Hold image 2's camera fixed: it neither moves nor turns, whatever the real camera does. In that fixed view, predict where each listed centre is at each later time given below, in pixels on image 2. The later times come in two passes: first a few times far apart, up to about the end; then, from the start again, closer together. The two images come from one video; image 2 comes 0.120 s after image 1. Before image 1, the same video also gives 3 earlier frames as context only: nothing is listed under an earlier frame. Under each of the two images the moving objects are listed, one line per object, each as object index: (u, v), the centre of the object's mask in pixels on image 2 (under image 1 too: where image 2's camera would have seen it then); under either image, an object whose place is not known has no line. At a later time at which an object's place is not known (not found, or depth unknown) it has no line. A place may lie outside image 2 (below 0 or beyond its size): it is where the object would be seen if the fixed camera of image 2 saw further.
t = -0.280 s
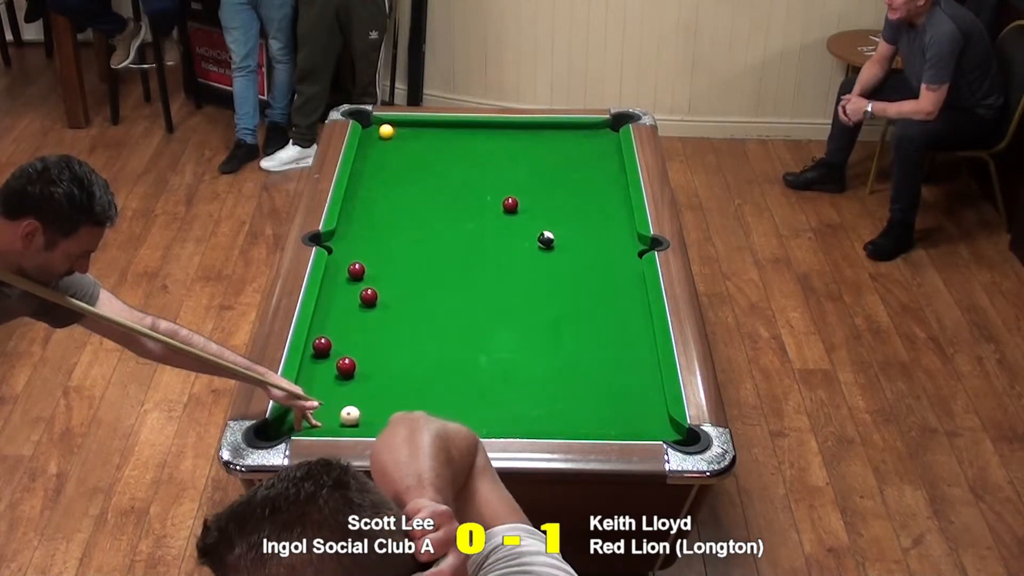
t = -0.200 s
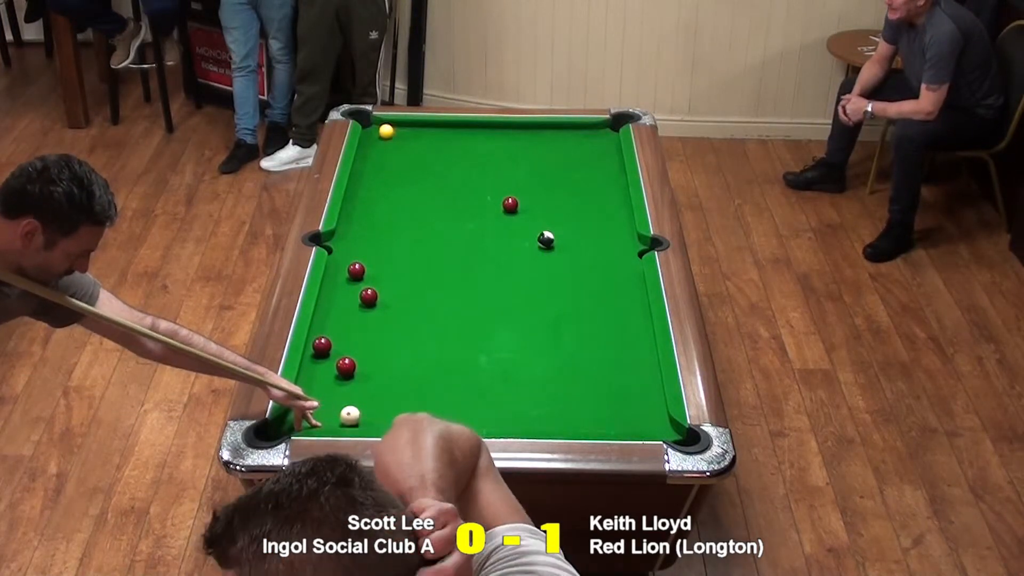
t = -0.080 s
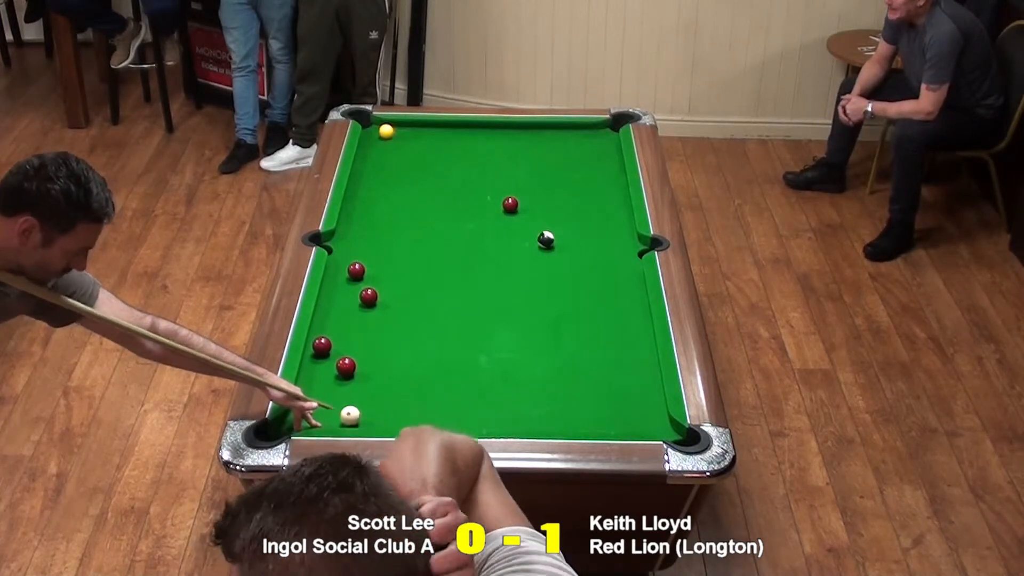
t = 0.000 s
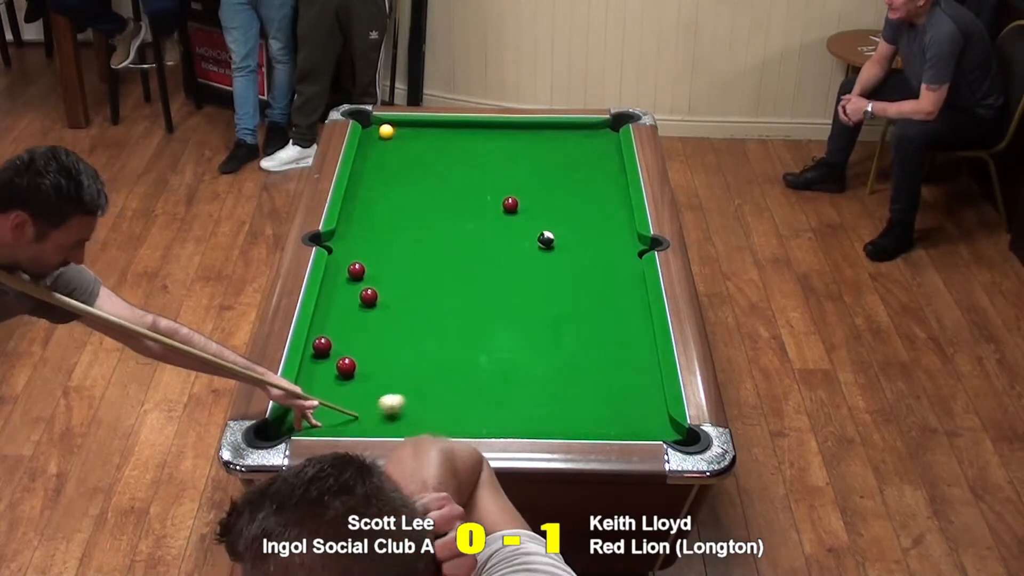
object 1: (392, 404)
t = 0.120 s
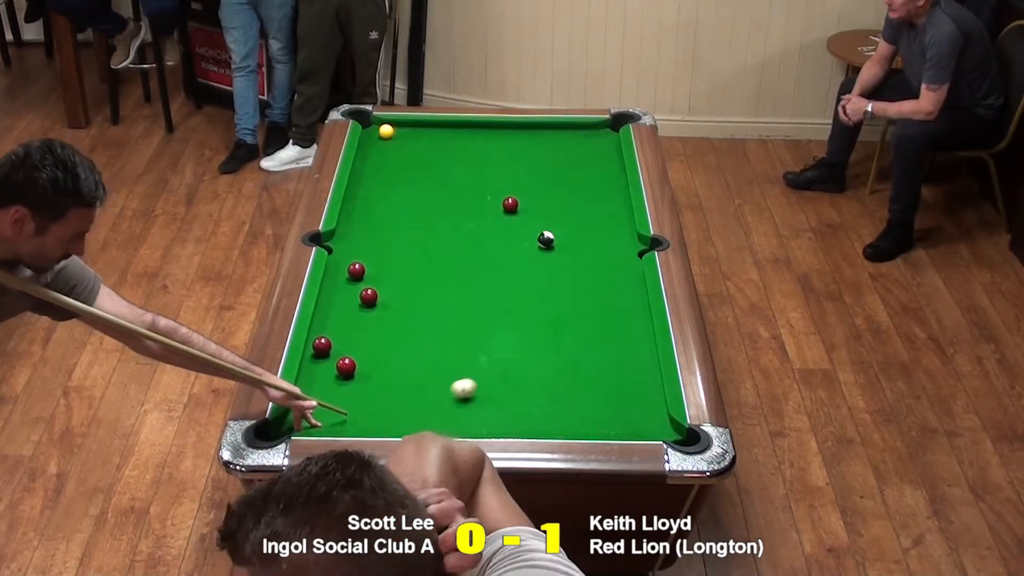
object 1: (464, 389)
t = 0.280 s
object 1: (535, 367)
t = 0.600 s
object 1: (633, 325)
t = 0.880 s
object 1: (590, 288)
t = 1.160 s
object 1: (537, 255)
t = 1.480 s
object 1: (485, 222)
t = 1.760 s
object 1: (443, 196)
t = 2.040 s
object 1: (406, 173)
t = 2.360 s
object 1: (368, 149)
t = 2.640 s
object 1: (383, 138)
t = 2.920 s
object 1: (396, 138)
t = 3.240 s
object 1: (407, 137)
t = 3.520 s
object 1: (415, 136)
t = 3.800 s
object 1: (422, 136)
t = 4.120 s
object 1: (426, 135)
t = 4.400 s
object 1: (428, 134)
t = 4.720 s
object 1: (428, 135)
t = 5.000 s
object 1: (428, 135)
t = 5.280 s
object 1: (428, 135)
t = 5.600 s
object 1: (428, 134)
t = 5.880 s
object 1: (428, 134)
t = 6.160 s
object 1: (428, 134)
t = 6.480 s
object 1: (428, 134)
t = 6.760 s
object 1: (428, 134)
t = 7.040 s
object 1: (428, 135)
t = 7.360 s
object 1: (428, 135)
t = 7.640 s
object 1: (428, 135)
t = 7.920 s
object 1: (428, 135)
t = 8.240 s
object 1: (428, 135)
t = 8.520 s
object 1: (428, 135)
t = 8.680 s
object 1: (428, 135)
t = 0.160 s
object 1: (484, 383)
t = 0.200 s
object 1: (503, 378)
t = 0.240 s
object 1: (520, 372)
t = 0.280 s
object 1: (535, 367)
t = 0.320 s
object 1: (549, 362)
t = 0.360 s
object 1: (561, 356)
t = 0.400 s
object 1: (574, 351)
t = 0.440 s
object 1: (586, 346)
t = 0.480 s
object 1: (598, 341)
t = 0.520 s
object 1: (610, 336)
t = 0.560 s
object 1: (622, 331)
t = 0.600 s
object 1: (633, 325)
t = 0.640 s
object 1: (643, 320)
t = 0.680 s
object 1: (633, 315)
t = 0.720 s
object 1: (624, 309)
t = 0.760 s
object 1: (615, 304)
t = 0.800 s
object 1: (607, 299)
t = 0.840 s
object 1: (598, 293)
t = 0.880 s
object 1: (590, 288)
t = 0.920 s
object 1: (582, 283)
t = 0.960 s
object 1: (575, 278)
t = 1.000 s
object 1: (567, 274)
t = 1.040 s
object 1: (559, 269)
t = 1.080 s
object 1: (552, 264)
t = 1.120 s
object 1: (545, 260)
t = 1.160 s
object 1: (537, 255)
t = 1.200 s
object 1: (531, 251)
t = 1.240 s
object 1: (523, 247)
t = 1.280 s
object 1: (517, 242)
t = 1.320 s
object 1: (510, 238)
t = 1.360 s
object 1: (504, 234)
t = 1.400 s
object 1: (497, 230)
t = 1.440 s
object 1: (491, 226)
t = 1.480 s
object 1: (485, 222)
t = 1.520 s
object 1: (478, 218)
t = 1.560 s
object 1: (472, 214)
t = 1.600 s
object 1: (466, 210)
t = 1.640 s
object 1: (460, 207)
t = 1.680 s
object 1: (455, 203)
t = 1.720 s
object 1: (449, 199)
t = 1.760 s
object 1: (443, 196)
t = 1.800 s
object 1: (438, 192)
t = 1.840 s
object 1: (432, 189)
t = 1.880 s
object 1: (427, 186)
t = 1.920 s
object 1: (421, 182)
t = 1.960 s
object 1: (416, 179)
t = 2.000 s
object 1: (411, 176)
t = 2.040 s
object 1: (406, 173)
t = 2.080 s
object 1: (401, 170)
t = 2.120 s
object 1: (396, 167)
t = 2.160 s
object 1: (391, 164)
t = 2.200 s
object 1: (386, 161)
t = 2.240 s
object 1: (382, 157)
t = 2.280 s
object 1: (377, 155)
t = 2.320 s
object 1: (372, 152)
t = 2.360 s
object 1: (368, 149)
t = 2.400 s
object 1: (365, 146)
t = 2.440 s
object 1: (368, 145)
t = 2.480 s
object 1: (371, 143)
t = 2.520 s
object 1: (375, 141)
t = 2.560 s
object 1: (378, 139)
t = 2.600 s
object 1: (381, 138)
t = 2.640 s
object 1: (383, 138)
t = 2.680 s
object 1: (385, 138)
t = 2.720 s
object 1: (387, 138)
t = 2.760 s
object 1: (389, 138)
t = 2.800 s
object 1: (390, 138)
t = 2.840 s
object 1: (392, 138)
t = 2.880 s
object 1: (394, 138)
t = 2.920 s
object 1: (396, 138)
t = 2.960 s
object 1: (397, 137)
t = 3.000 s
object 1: (399, 137)
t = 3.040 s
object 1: (400, 137)
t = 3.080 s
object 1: (402, 137)
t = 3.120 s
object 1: (403, 137)
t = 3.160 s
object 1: (405, 137)
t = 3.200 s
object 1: (406, 137)
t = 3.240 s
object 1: (407, 137)
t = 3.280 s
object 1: (409, 137)
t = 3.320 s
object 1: (410, 137)
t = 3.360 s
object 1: (411, 137)
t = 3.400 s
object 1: (412, 137)
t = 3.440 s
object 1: (413, 137)
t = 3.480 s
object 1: (414, 136)
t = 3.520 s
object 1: (415, 136)
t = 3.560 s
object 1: (416, 136)
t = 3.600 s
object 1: (417, 136)
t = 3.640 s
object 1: (418, 136)
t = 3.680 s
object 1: (419, 136)
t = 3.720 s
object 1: (420, 136)
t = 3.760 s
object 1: (421, 136)
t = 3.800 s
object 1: (422, 136)
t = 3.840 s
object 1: (423, 136)
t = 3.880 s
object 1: (423, 136)
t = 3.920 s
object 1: (424, 136)
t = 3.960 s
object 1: (424, 136)
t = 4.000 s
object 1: (425, 136)
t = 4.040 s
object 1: (426, 135)
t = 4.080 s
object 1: (426, 135)
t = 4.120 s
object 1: (426, 135)
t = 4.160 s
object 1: (427, 135)
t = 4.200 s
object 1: (427, 135)
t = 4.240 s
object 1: (427, 135)
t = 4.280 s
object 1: (428, 135)
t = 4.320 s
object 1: (428, 135)
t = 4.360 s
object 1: (428, 135)
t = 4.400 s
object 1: (428, 134)
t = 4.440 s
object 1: (431, 132)
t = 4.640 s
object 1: (428, 134)
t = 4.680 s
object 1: (428, 135)
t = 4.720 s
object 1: (428, 135)
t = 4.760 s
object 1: (428, 135)
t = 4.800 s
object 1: (428, 135)
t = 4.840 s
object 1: (428, 135)
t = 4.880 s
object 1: (428, 135)
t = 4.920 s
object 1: (428, 135)
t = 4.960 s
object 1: (428, 135)
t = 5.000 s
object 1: (428, 135)
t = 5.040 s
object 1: (428, 135)
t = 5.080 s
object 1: (428, 135)
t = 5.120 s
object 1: (428, 135)
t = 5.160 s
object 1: (428, 135)
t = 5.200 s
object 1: (428, 135)
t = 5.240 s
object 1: (428, 135)
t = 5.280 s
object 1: (428, 135)
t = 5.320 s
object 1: (428, 135)
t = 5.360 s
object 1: (428, 135)
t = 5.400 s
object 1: (428, 135)
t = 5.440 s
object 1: (428, 135)
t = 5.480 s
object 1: (428, 134)
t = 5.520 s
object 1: (428, 134)
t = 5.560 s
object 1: (428, 134)
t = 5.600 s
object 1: (428, 134)
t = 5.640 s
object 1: (428, 134)
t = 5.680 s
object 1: (428, 134)
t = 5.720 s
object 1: (428, 134)
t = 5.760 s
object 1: (428, 134)
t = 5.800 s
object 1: (428, 134)
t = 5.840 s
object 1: (428, 134)
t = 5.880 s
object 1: (428, 134)
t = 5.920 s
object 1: (428, 134)
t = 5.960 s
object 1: (428, 134)
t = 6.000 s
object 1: (428, 134)
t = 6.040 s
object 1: (428, 134)
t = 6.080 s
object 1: (428, 134)
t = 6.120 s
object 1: (428, 134)
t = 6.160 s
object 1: (428, 134)
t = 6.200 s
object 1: (428, 134)
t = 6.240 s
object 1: (428, 134)
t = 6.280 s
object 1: (428, 134)
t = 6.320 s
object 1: (428, 134)
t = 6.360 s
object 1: (428, 134)
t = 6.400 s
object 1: (428, 134)
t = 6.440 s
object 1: (428, 134)
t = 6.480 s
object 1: (428, 134)
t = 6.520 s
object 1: (428, 134)
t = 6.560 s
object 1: (428, 134)
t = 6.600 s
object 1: (428, 134)
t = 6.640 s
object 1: (428, 134)
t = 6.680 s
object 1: (428, 134)
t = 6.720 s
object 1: (428, 134)
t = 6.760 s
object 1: (428, 134)
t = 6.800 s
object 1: (428, 135)
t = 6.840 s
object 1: (428, 134)
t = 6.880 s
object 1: (428, 134)
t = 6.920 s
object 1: (428, 135)
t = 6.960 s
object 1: (428, 134)
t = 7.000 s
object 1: (428, 134)
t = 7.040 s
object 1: (428, 135)
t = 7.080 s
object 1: (428, 135)
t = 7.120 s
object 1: (428, 135)
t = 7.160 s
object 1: (428, 135)
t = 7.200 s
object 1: (428, 135)
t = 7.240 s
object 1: (428, 135)
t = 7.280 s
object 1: (428, 135)
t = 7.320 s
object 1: (428, 135)
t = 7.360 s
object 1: (428, 135)
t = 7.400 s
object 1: (428, 135)
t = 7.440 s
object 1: (428, 135)
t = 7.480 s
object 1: (428, 135)
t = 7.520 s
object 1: (428, 135)
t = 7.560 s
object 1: (428, 135)
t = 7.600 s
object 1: (428, 135)
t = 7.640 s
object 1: (428, 135)
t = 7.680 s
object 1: (428, 135)
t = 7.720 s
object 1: (428, 135)
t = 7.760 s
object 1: (428, 135)
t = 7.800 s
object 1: (428, 135)
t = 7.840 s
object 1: (428, 135)
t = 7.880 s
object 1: (428, 135)
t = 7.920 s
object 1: (428, 135)
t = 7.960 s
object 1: (428, 135)
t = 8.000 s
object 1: (428, 135)
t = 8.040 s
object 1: (428, 135)
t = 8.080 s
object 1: (428, 135)
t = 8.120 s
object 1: (428, 135)
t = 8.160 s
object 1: (428, 135)
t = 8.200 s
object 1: (428, 135)
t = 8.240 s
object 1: (428, 135)
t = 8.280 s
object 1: (428, 135)
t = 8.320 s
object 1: (428, 135)
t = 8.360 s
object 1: (428, 135)
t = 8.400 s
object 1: (428, 135)
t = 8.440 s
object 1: (428, 135)
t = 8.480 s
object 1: (428, 135)
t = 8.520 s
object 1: (428, 135)
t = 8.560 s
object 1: (428, 135)
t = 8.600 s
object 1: (428, 135)
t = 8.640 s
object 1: (428, 135)
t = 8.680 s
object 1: (428, 135)
